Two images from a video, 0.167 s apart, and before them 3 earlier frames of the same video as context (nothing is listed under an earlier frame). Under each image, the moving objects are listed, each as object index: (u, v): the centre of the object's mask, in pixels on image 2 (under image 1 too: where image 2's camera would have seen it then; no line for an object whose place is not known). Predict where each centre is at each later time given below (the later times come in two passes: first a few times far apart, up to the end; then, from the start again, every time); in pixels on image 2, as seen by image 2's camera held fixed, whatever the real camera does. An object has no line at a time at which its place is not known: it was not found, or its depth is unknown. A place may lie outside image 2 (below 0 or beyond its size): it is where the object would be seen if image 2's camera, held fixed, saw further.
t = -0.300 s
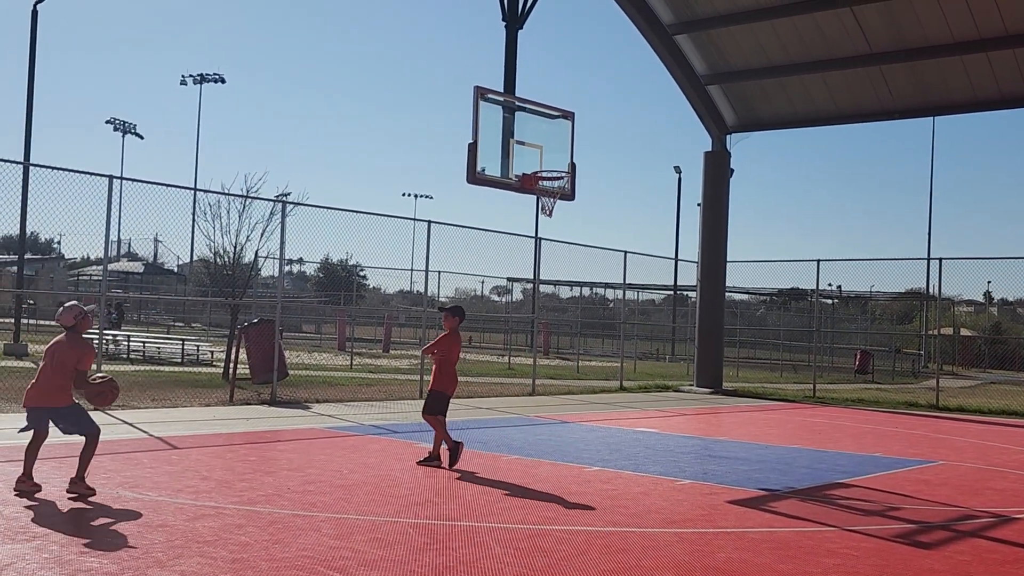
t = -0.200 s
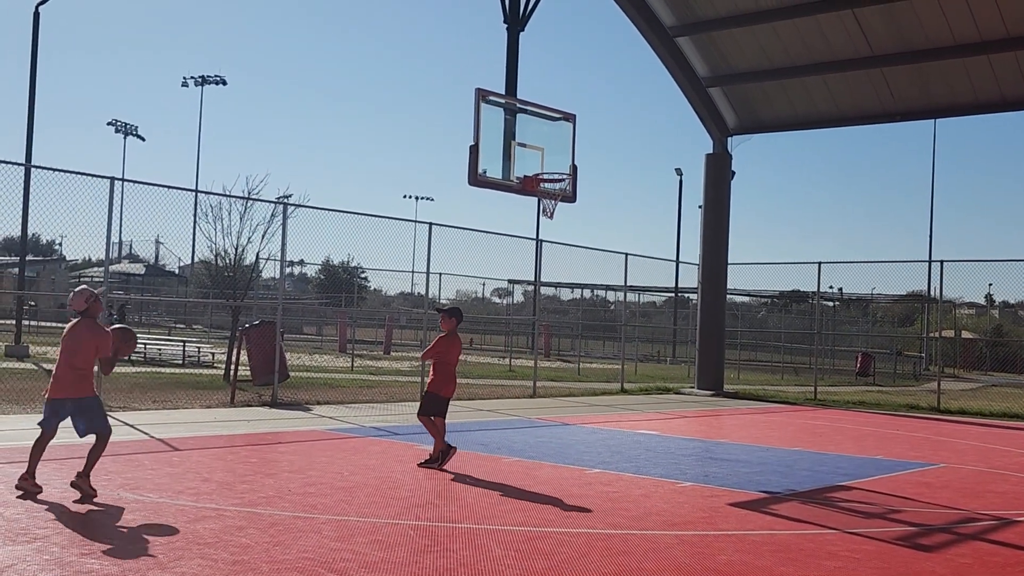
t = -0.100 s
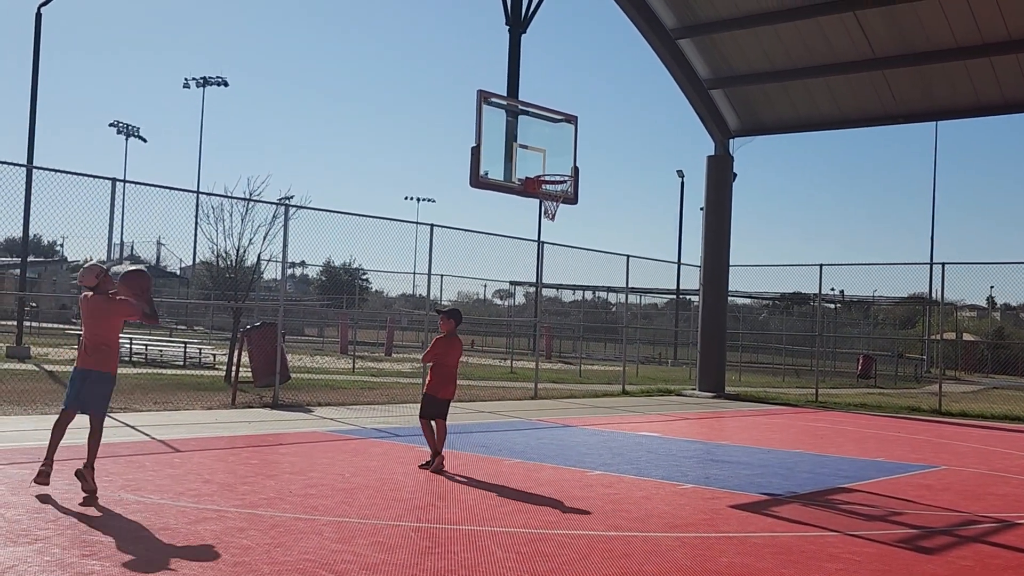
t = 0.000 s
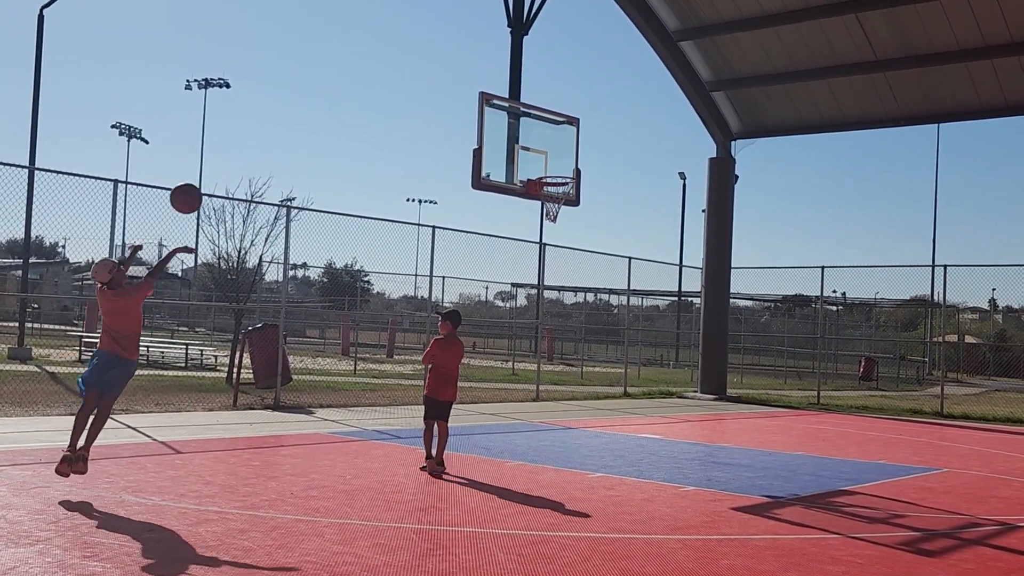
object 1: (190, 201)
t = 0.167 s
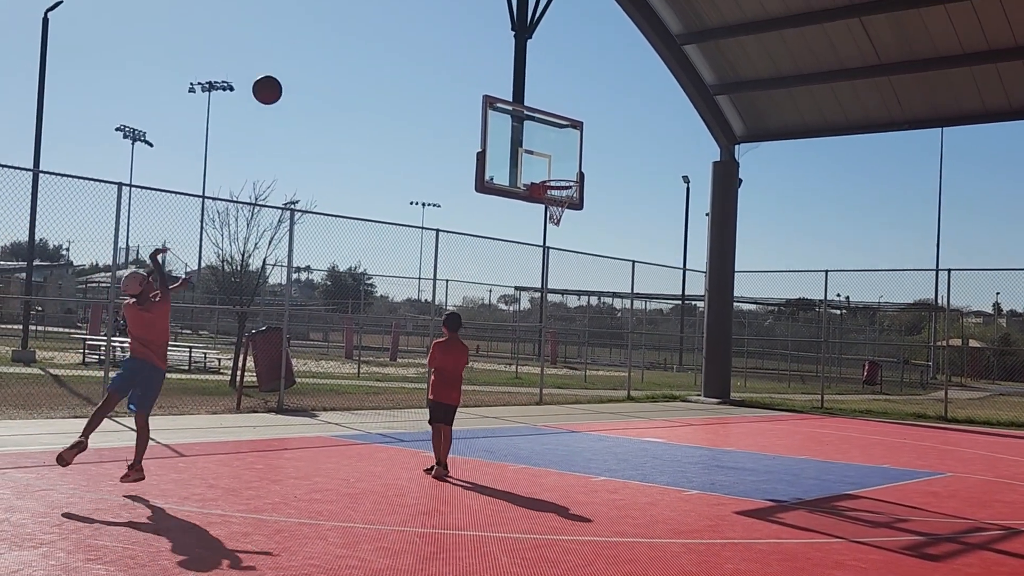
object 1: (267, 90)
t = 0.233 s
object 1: (294, 59)
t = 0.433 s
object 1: (363, 6)
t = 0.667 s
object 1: (426, 0)
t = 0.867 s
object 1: (469, 34)
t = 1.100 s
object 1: (509, 109)
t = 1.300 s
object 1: (531, 164)
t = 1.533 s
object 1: (541, 138)
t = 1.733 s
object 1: (548, 152)
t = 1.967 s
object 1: (555, 212)
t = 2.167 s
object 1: (559, 303)
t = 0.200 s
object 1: (281, 74)
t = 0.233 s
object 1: (294, 59)
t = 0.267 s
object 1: (307, 47)
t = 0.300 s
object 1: (319, 35)
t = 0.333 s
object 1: (331, 26)
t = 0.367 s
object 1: (342, 18)
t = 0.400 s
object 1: (353, 11)
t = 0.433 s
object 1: (363, 6)
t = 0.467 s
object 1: (373, 2)
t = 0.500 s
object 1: (383, 0)
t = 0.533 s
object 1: (392, -2)
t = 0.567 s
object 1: (401, -3)
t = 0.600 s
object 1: (410, -3)
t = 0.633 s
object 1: (418, -2)
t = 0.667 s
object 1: (426, 0)
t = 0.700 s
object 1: (434, 4)
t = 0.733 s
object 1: (442, 8)
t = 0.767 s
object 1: (449, 13)
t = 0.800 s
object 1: (456, 19)
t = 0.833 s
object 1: (463, 26)
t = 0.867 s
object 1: (469, 34)
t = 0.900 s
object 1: (476, 42)
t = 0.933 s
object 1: (482, 51)
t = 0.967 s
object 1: (488, 62)
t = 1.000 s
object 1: (493, 73)
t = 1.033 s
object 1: (499, 84)
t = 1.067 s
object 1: (504, 96)
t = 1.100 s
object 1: (509, 109)
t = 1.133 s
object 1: (514, 123)
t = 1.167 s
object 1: (519, 137)
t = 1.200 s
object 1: (523, 151)
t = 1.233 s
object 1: (530, 165)
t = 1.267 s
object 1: (535, 175)
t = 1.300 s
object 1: (531, 164)
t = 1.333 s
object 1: (532, 158)
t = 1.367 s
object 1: (534, 153)
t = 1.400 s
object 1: (535, 148)
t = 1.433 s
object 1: (537, 144)
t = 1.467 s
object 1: (538, 141)
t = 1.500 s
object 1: (540, 139)
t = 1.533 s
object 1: (541, 138)
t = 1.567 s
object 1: (542, 138)
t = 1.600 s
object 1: (543, 139)
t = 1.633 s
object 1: (545, 141)
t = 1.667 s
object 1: (546, 144)
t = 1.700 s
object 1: (547, 148)
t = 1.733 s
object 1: (548, 152)
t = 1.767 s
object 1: (549, 157)
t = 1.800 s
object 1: (550, 164)
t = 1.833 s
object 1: (552, 171)
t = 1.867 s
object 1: (553, 180)
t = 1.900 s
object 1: (553, 190)
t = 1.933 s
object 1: (554, 200)
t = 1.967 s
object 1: (555, 212)
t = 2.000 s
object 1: (555, 225)
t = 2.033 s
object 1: (556, 238)
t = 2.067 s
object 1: (557, 253)
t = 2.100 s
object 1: (558, 269)
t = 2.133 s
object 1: (558, 285)
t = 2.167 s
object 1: (559, 303)
